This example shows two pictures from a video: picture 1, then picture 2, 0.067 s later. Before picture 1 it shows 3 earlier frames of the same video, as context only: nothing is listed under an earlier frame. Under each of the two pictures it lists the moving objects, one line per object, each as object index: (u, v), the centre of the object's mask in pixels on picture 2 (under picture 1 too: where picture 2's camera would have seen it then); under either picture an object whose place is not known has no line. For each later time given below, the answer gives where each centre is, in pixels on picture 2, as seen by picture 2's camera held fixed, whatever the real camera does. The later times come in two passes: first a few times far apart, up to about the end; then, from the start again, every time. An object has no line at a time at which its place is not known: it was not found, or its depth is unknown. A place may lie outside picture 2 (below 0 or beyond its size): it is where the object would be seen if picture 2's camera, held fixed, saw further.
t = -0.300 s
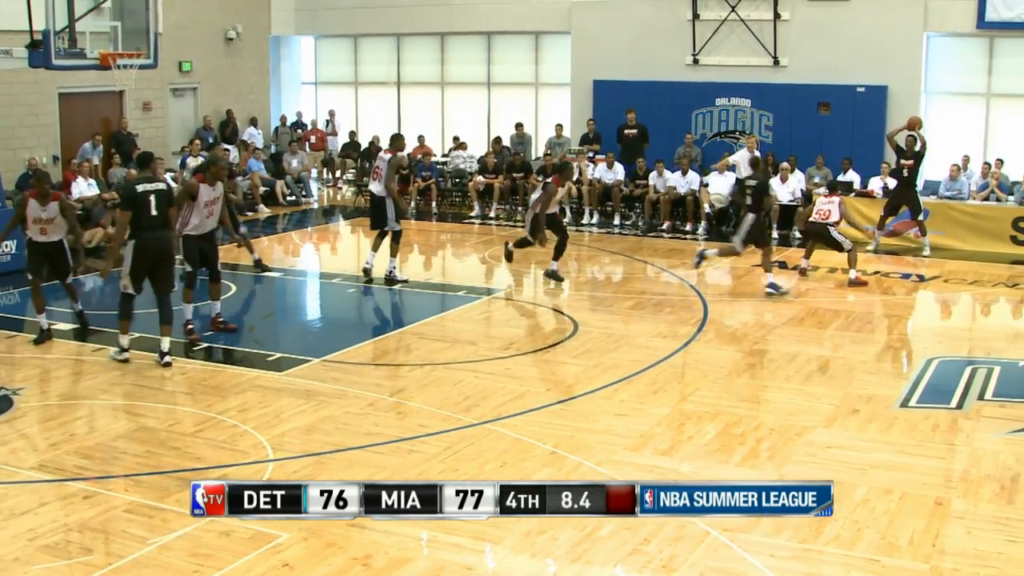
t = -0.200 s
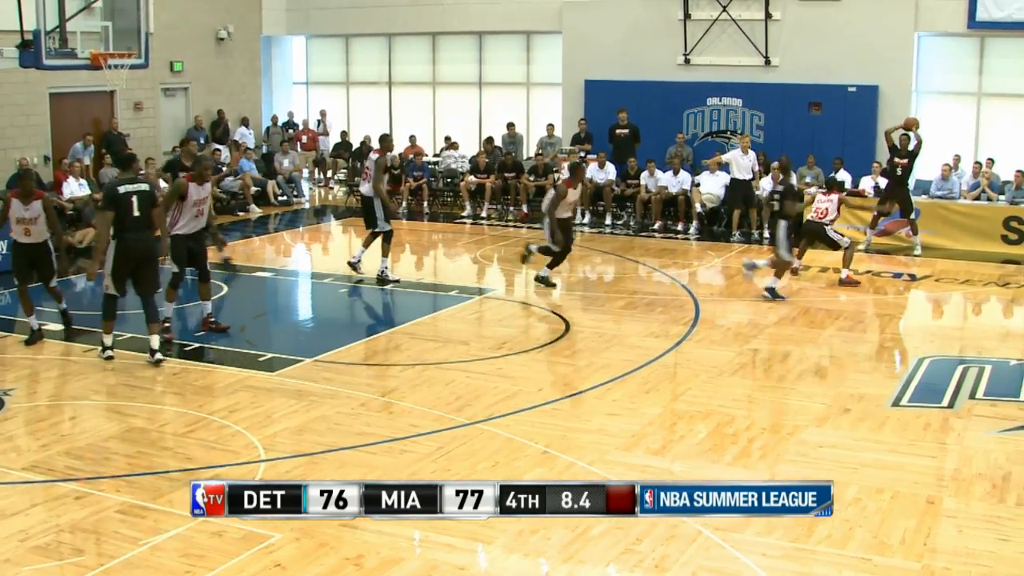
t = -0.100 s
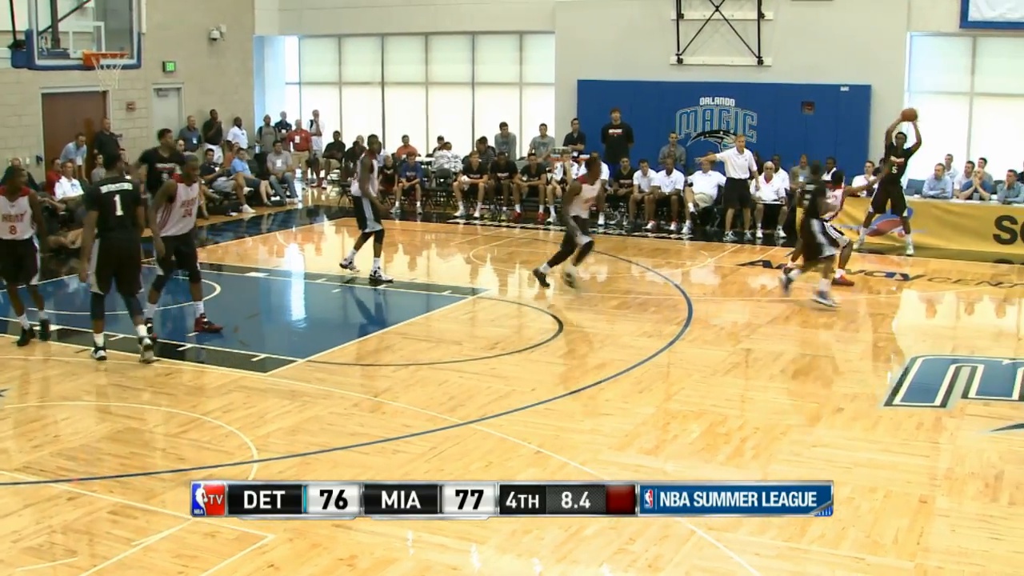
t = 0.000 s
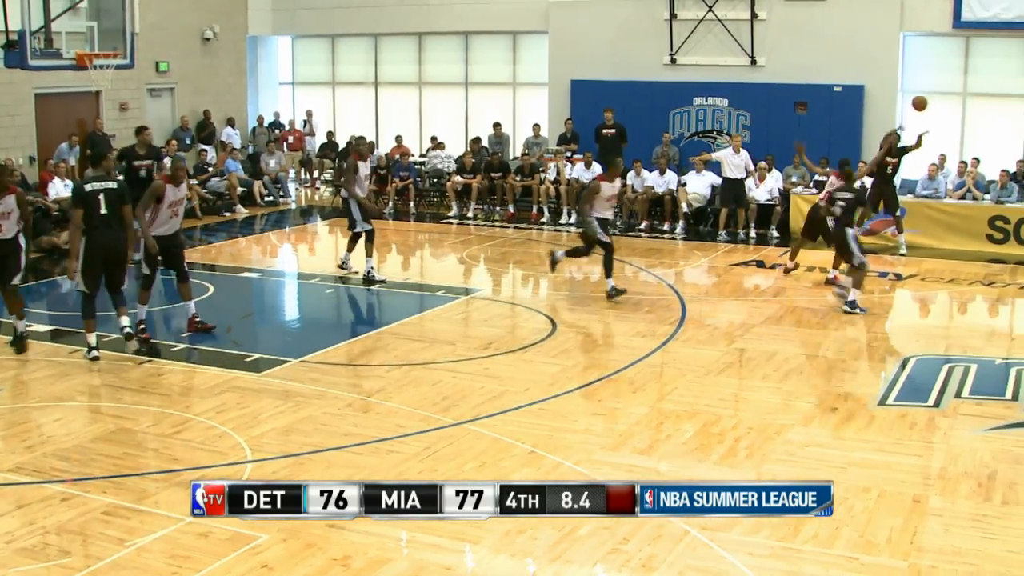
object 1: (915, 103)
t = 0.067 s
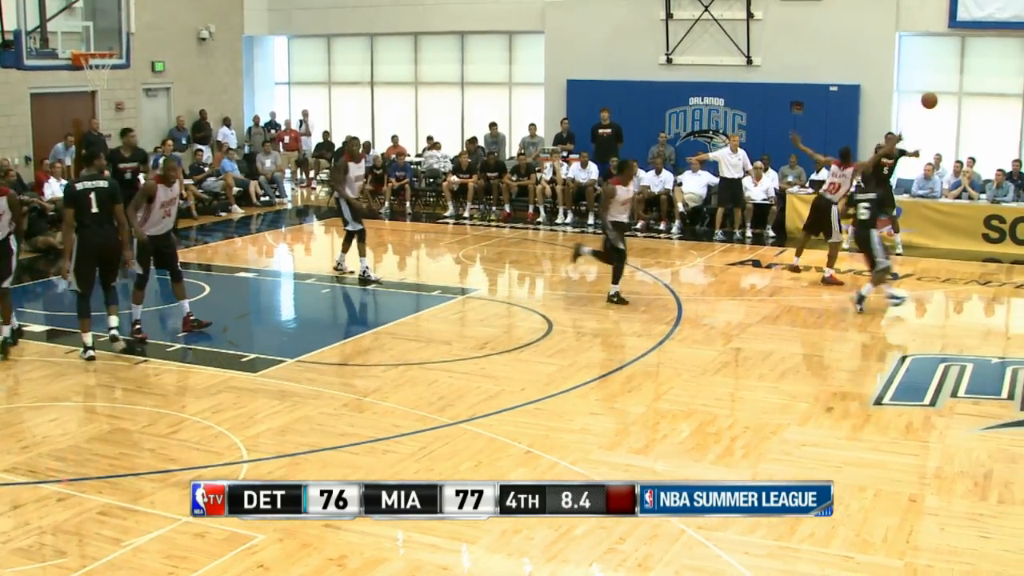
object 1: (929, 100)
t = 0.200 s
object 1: (960, 105)
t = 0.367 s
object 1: (1007, 133)
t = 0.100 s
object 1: (936, 100)
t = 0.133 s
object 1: (944, 101)
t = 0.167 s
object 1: (952, 102)
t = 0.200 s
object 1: (960, 105)
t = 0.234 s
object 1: (969, 108)
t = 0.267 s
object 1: (978, 113)
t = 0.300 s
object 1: (987, 118)
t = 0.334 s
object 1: (997, 125)
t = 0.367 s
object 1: (1007, 133)
